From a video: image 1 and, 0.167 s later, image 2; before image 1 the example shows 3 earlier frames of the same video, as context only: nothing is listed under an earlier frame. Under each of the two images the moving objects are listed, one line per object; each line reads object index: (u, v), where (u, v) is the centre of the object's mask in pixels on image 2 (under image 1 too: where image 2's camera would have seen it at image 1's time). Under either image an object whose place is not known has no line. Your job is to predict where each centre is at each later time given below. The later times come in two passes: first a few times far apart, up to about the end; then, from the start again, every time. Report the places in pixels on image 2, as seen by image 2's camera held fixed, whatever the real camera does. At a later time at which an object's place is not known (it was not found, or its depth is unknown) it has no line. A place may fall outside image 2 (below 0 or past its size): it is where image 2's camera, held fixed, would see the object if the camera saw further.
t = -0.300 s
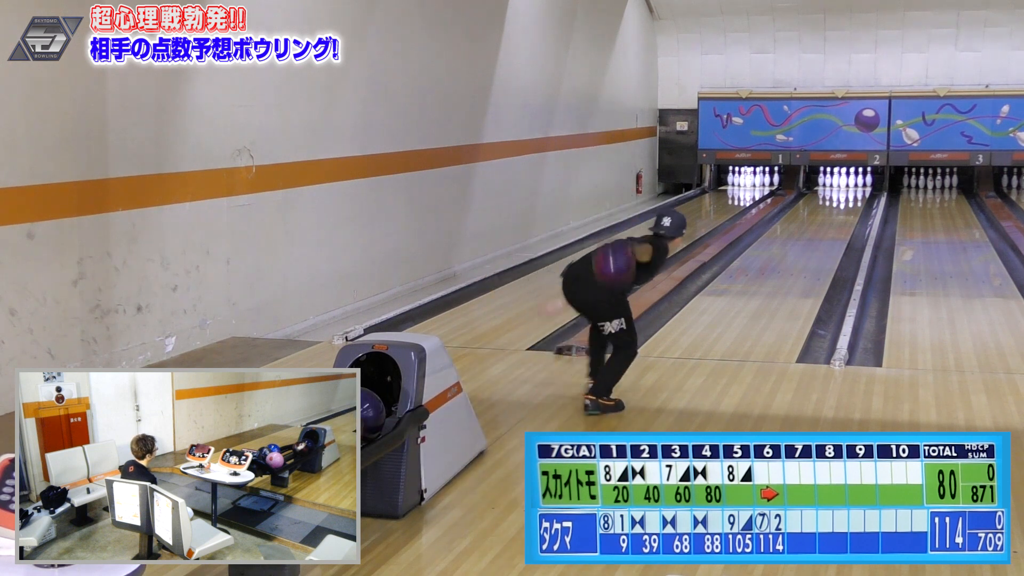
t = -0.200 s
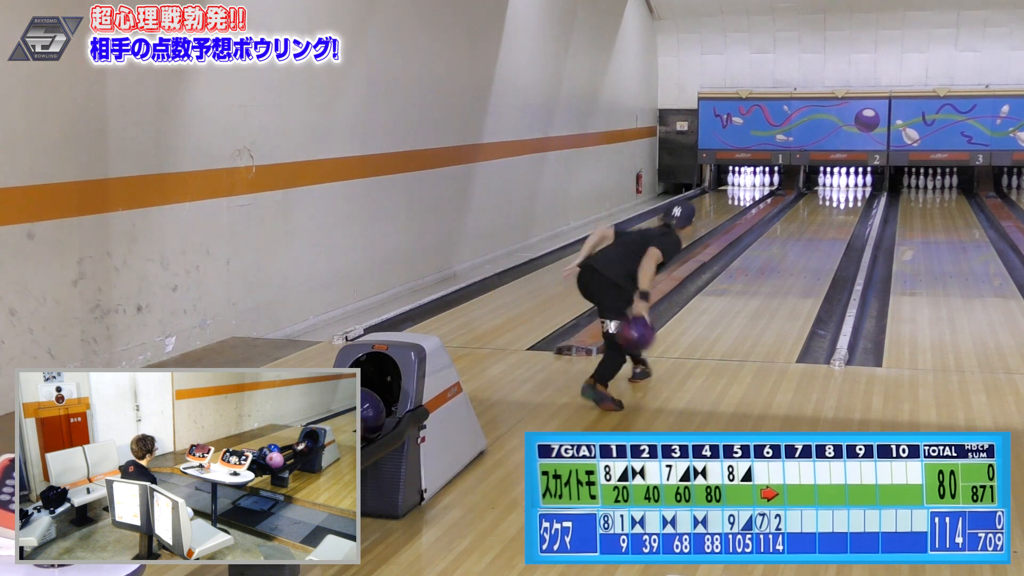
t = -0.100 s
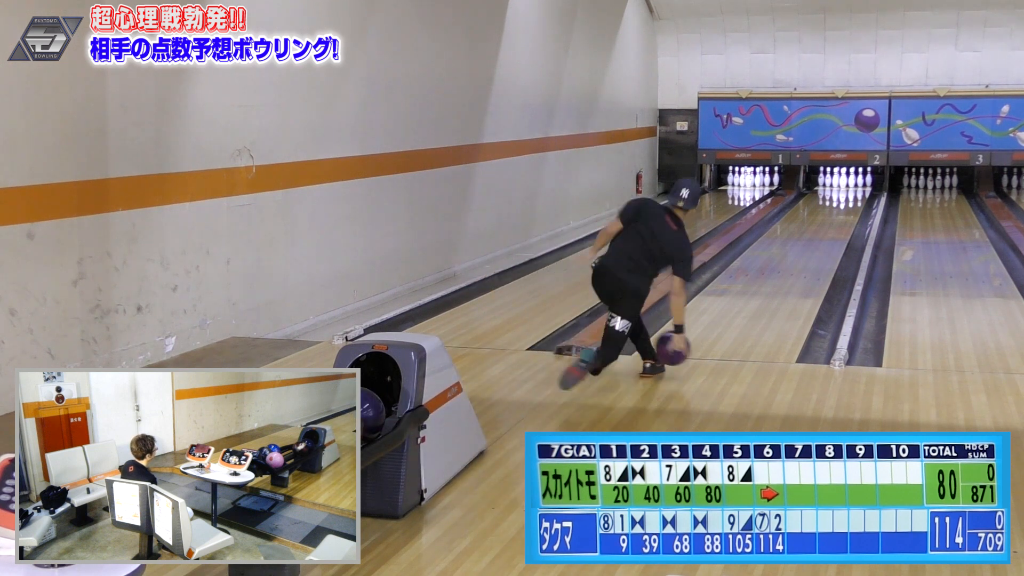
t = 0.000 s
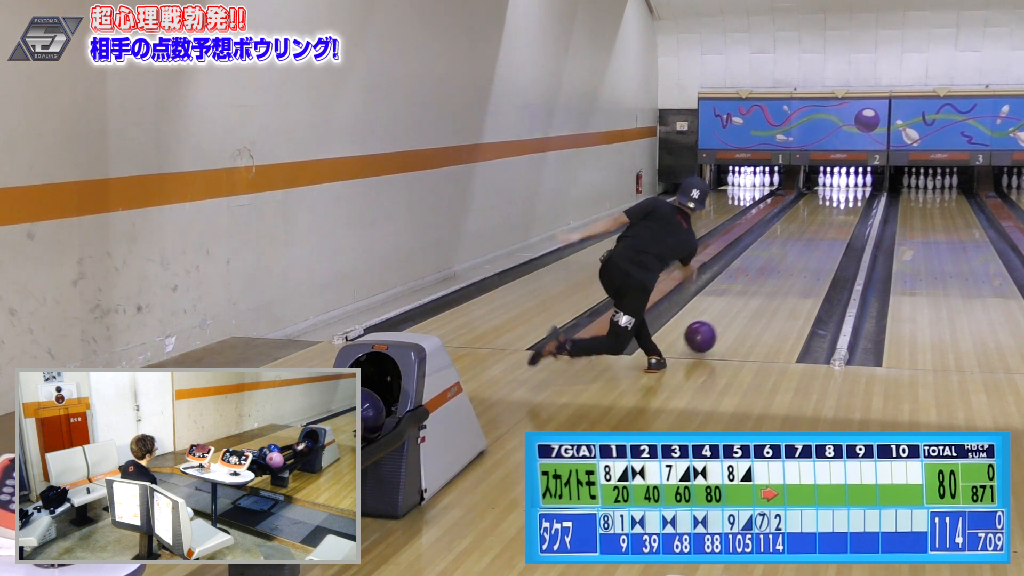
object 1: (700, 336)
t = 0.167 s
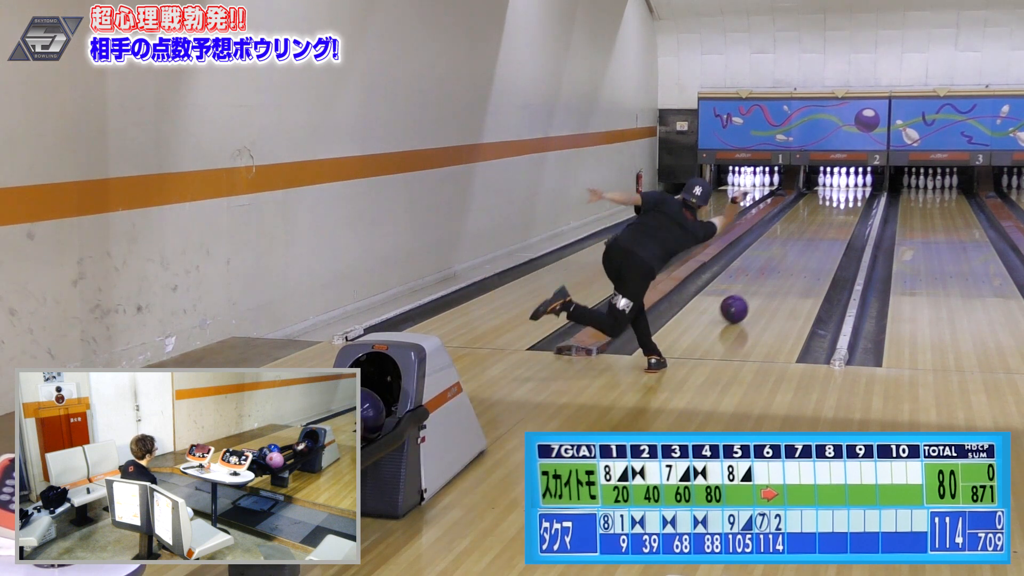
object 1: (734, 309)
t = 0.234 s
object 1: (745, 298)
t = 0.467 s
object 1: (777, 270)
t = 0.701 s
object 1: (800, 249)
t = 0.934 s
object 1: (818, 233)
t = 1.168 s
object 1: (830, 220)
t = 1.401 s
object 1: (840, 209)
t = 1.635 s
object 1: (846, 200)
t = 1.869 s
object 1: (850, 193)
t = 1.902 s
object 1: (850, 192)
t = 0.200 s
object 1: (740, 303)
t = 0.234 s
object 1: (745, 298)
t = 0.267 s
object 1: (751, 294)
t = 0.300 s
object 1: (756, 289)
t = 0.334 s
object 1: (760, 285)
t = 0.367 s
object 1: (765, 281)
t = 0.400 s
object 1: (769, 278)
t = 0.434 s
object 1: (773, 274)
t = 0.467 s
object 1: (777, 270)
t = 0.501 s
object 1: (781, 267)
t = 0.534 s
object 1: (784, 264)
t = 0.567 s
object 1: (788, 261)
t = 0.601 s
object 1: (791, 258)
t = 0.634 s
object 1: (794, 255)
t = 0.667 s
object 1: (797, 252)
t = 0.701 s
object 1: (800, 249)
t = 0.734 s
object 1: (803, 247)
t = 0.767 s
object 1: (806, 244)
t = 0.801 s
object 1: (808, 242)
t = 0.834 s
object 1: (811, 239)
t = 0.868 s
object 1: (813, 237)
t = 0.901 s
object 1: (815, 235)
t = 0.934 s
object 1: (818, 233)
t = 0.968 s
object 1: (820, 231)
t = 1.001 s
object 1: (822, 229)
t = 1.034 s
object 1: (823, 227)
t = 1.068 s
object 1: (826, 225)
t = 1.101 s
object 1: (827, 224)
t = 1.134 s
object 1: (829, 222)
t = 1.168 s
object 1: (830, 220)
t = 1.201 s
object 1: (832, 218)
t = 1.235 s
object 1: (834, 217)
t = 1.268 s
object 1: (835, 215)
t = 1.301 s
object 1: (836, 214)
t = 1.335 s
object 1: (837, 212)
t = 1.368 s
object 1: (839, 211)
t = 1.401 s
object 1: (840, 209)
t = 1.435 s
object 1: (841, 208)
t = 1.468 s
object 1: (842, 206)
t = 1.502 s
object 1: (843, 205)
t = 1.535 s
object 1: (844, 204)
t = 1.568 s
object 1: (845, 203)
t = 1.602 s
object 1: (846, 201)
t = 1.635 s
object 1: (846, 200)
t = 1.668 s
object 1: (847, 199)
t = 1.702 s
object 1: (848, 198)
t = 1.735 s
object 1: (848, 197)
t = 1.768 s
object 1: (849, 196)
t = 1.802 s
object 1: (849, 195)
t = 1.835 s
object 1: (849, 194)
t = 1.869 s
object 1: (850, 193)
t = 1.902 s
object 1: (850, 192)
